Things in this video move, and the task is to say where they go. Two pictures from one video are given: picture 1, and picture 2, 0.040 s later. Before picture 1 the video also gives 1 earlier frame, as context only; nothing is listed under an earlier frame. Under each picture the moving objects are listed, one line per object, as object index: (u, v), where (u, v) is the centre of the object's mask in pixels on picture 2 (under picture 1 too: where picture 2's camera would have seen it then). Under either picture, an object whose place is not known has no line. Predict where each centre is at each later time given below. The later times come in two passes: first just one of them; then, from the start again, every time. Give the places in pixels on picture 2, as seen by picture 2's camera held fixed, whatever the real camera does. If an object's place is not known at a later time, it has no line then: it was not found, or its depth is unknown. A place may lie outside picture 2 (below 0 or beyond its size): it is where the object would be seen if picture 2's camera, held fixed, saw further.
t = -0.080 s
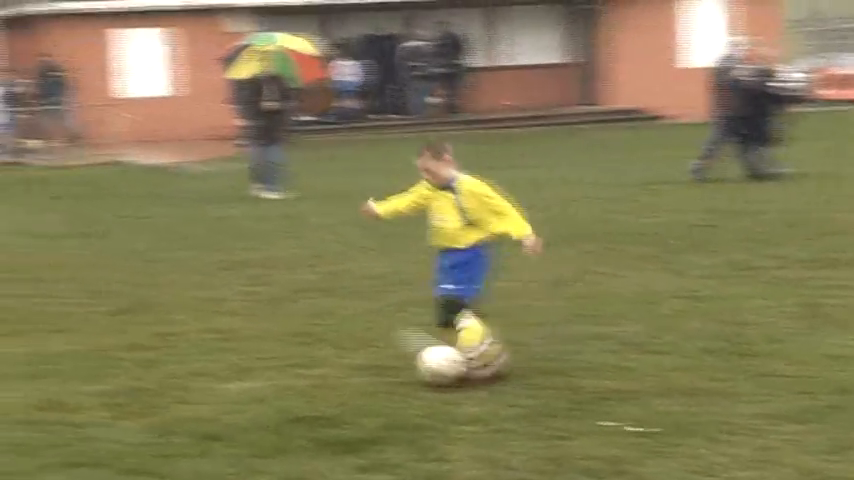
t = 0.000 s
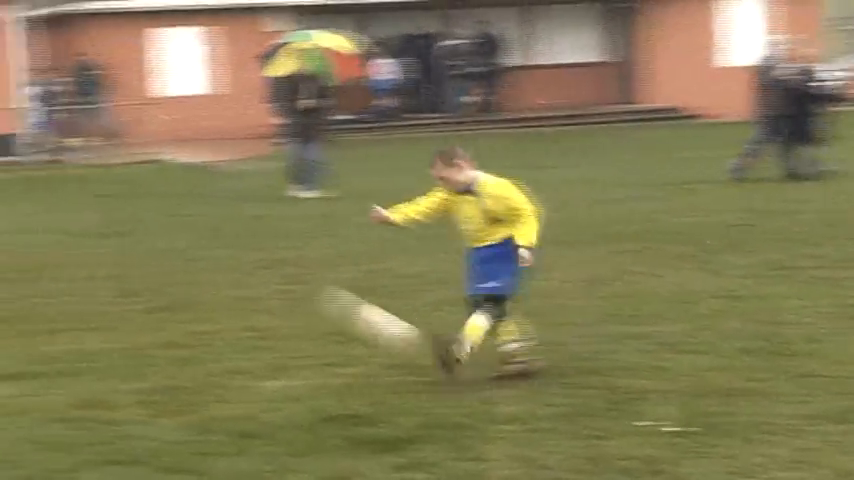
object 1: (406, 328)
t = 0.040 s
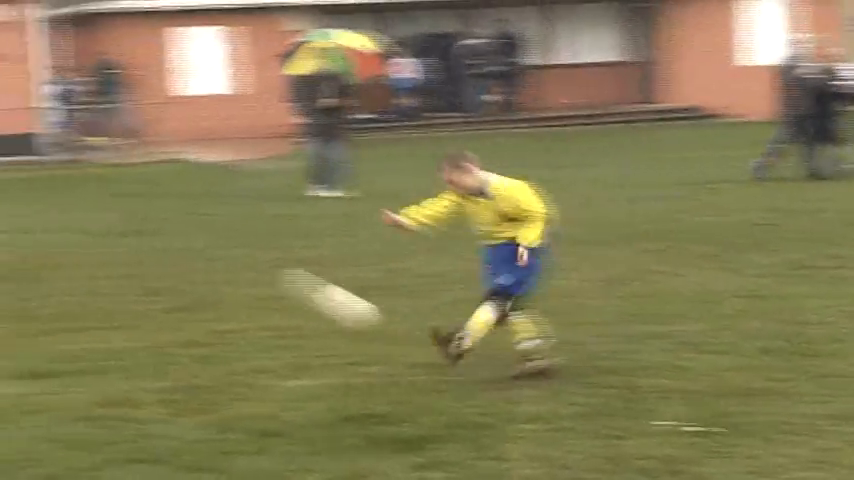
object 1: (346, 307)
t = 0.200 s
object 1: (114, 238)
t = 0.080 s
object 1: (289, 288)
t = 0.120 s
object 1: (229, 271)
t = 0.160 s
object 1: (170, 254)
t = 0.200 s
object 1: (114, 238)
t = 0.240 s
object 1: (55, 222)
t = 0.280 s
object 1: (-3, 204)
